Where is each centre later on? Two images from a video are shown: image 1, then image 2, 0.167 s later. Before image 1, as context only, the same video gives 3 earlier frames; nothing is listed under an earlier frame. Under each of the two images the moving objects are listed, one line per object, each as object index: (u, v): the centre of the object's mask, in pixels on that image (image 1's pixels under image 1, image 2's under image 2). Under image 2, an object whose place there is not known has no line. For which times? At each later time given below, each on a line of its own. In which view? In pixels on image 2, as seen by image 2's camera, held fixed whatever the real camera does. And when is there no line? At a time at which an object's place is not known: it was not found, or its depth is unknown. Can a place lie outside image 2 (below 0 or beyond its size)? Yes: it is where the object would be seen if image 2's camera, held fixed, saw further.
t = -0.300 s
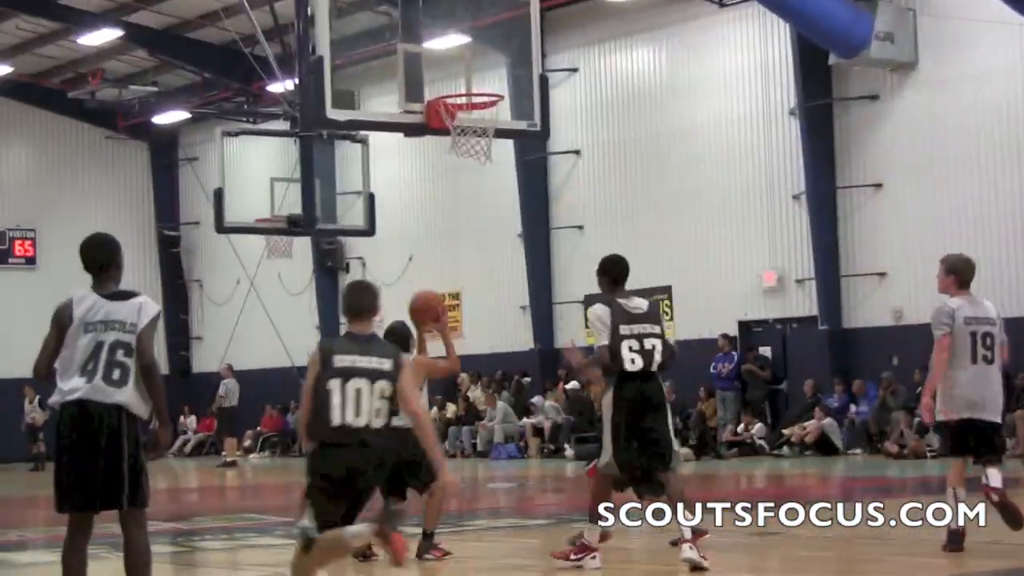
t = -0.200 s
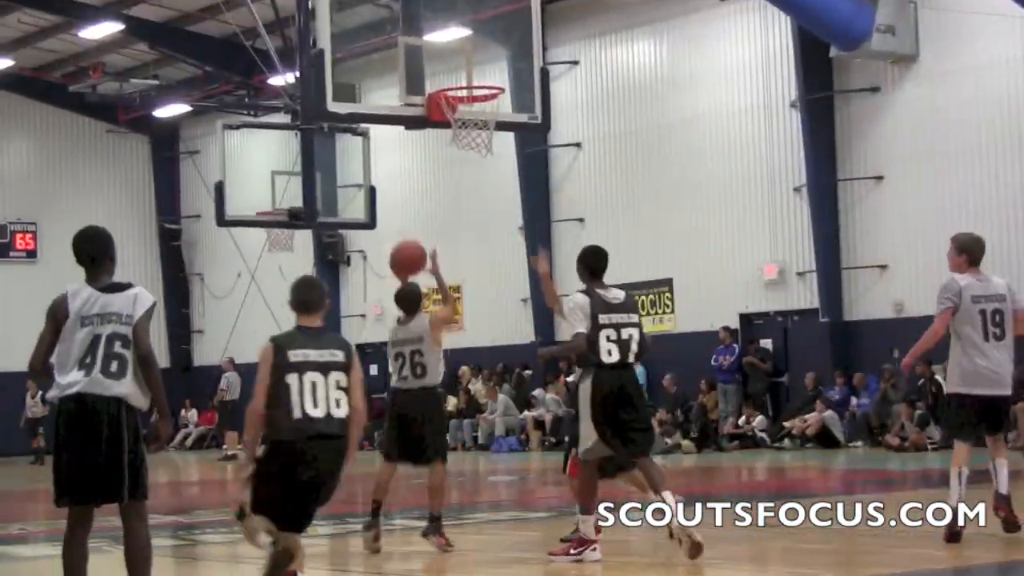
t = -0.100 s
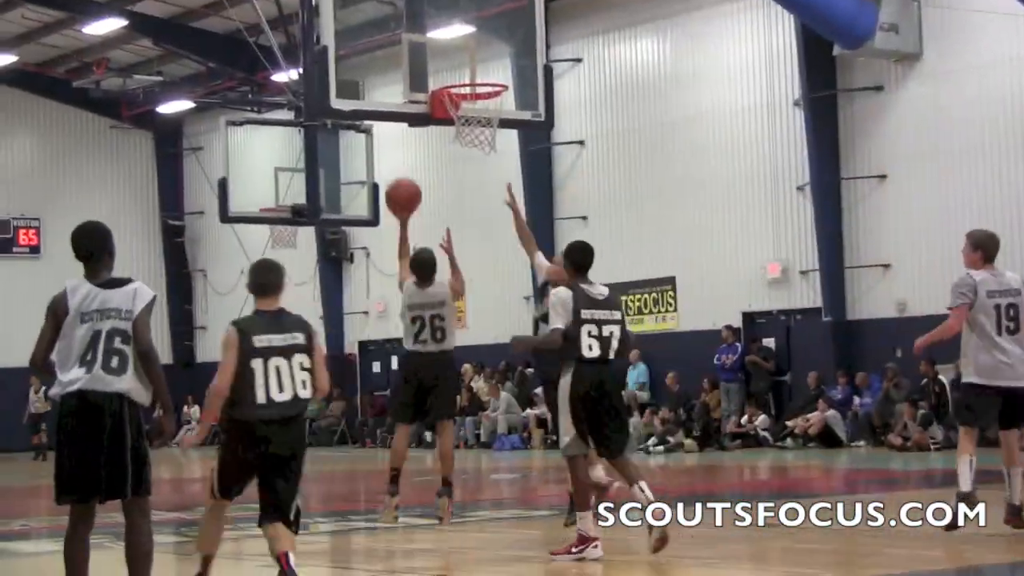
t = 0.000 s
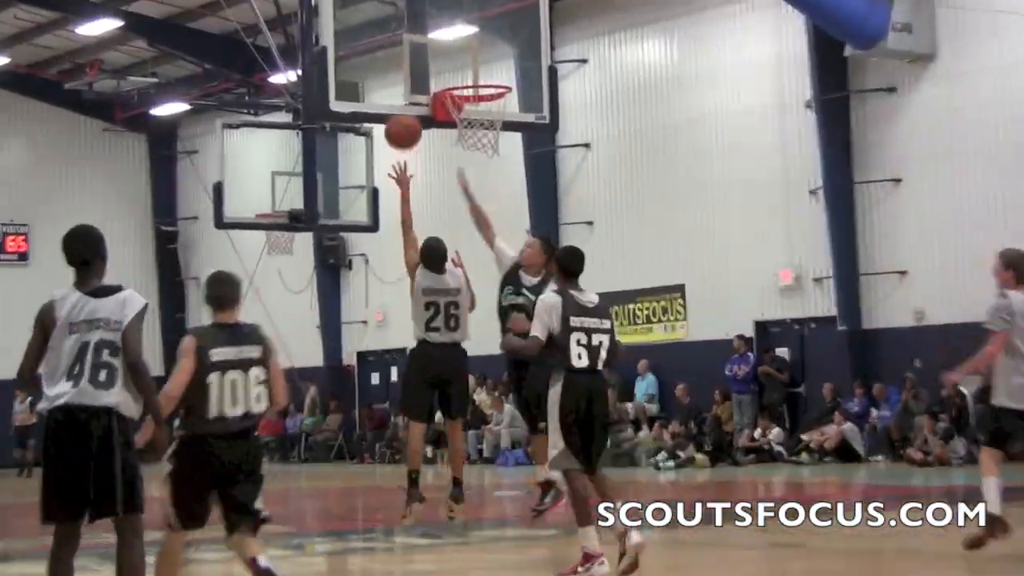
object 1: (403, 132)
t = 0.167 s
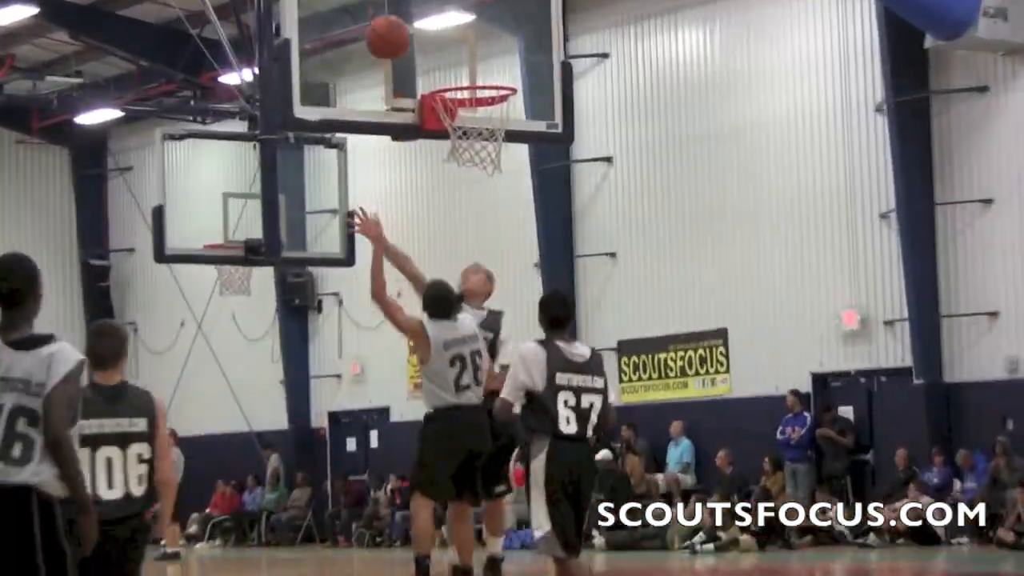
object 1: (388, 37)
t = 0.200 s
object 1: (389, 20)
